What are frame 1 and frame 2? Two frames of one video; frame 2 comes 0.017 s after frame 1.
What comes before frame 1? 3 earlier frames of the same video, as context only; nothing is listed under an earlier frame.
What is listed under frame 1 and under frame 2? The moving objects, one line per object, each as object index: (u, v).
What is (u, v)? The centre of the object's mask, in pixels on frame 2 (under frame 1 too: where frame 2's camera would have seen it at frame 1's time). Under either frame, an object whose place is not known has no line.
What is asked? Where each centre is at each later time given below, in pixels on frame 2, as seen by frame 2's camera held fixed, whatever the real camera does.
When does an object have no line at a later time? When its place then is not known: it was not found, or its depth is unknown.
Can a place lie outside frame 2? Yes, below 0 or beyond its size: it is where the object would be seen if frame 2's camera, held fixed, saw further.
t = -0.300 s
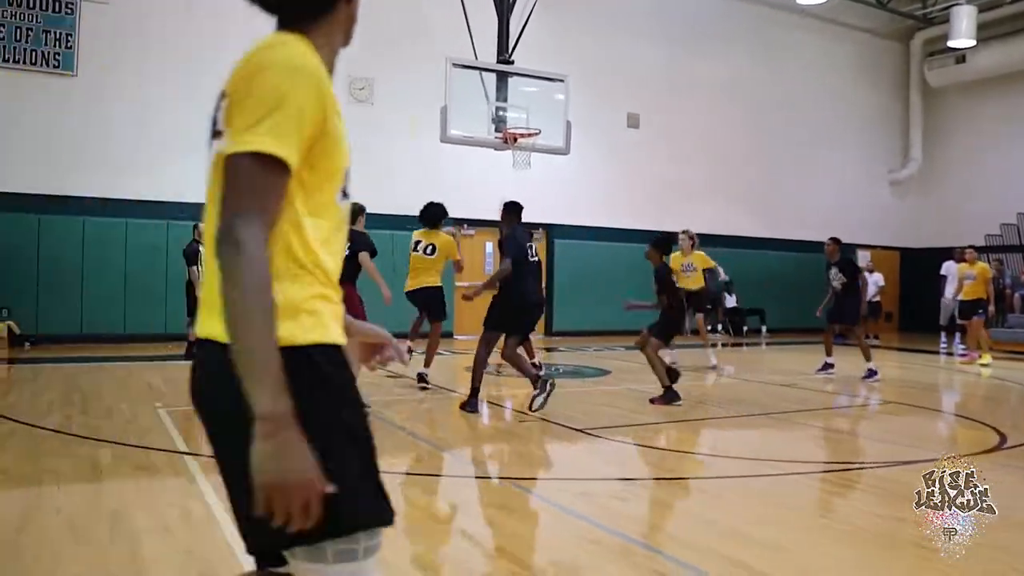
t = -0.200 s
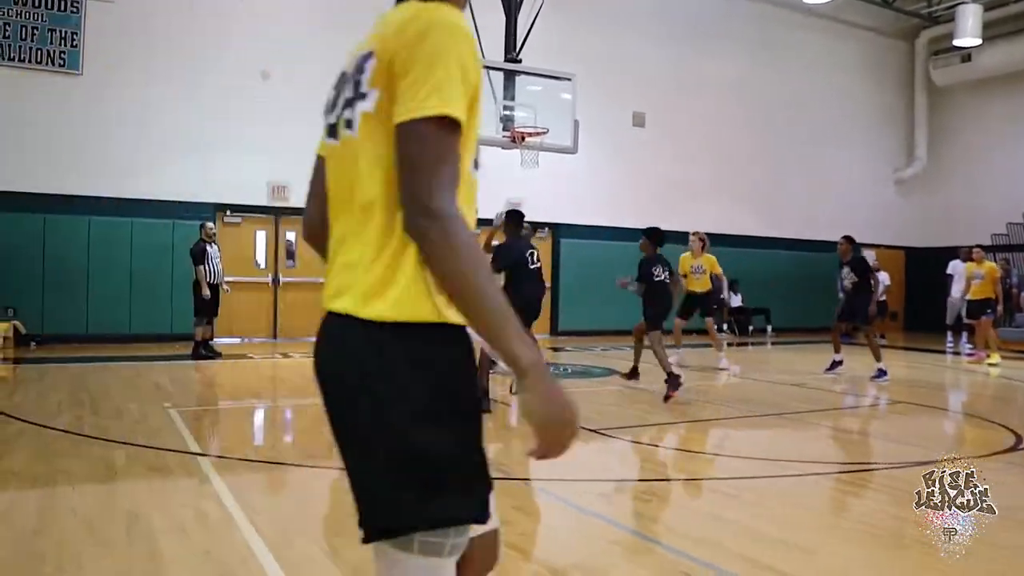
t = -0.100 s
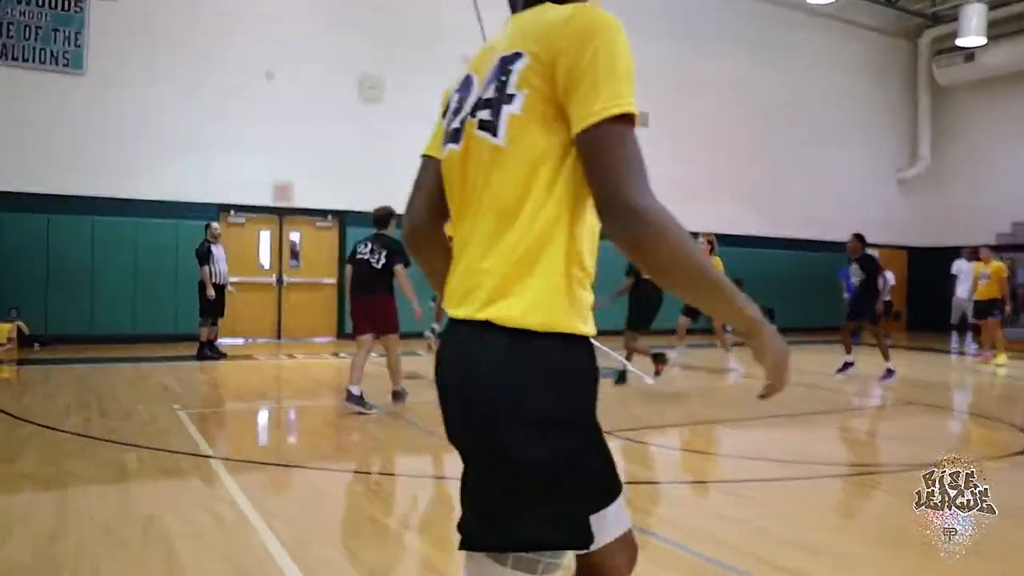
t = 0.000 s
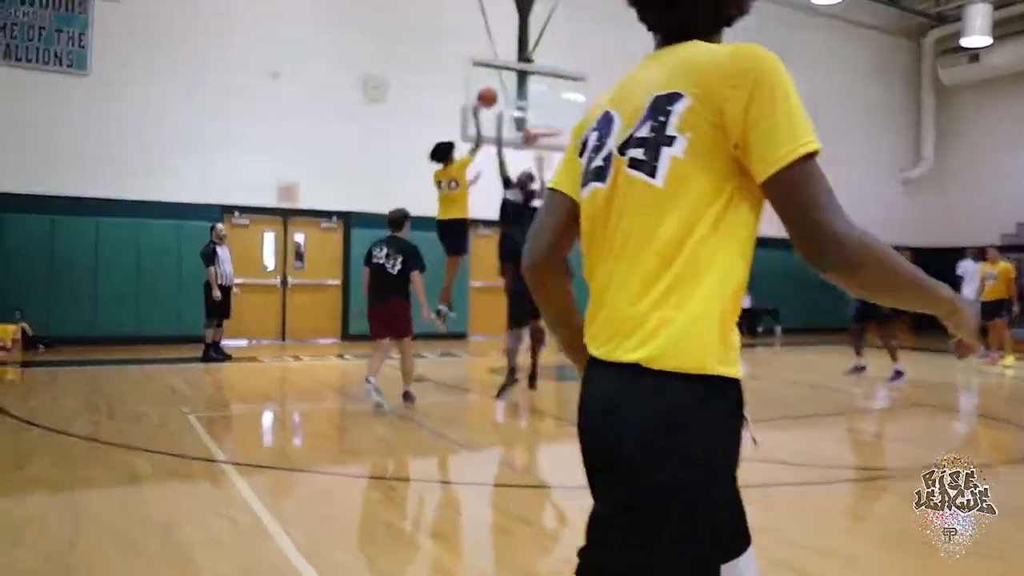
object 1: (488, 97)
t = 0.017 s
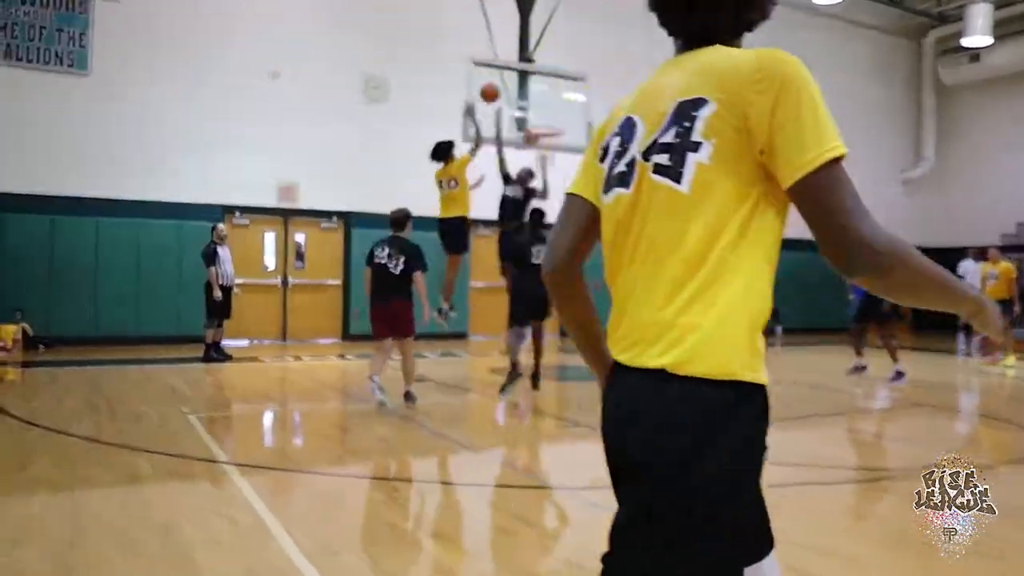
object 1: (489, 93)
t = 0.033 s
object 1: (492, 89)
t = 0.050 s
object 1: (494, 86)
